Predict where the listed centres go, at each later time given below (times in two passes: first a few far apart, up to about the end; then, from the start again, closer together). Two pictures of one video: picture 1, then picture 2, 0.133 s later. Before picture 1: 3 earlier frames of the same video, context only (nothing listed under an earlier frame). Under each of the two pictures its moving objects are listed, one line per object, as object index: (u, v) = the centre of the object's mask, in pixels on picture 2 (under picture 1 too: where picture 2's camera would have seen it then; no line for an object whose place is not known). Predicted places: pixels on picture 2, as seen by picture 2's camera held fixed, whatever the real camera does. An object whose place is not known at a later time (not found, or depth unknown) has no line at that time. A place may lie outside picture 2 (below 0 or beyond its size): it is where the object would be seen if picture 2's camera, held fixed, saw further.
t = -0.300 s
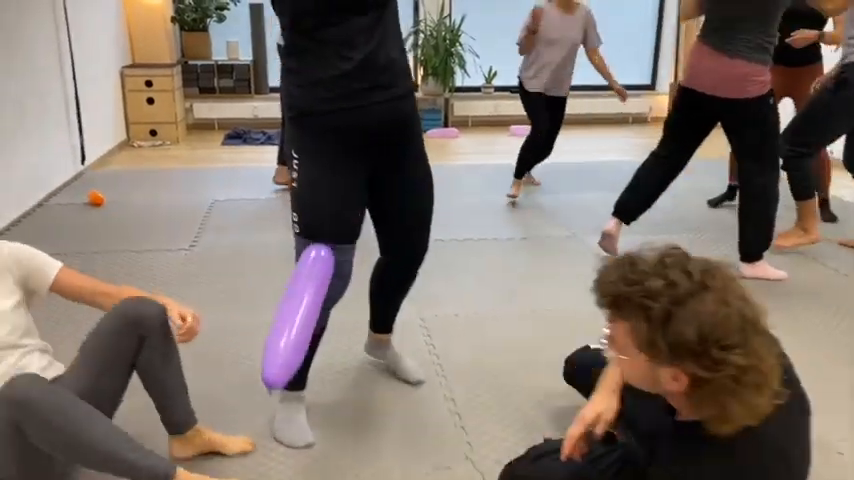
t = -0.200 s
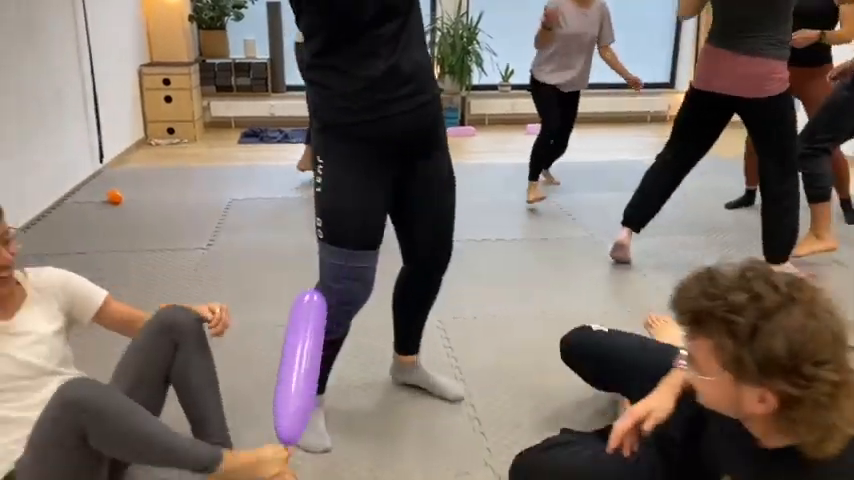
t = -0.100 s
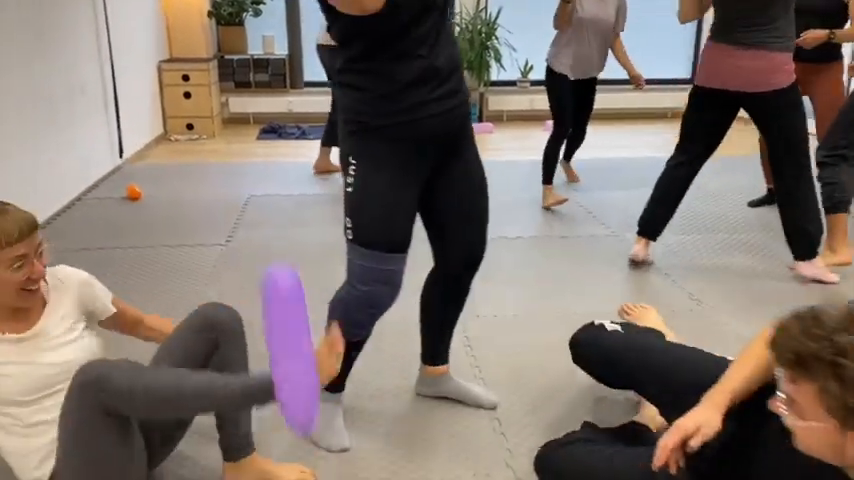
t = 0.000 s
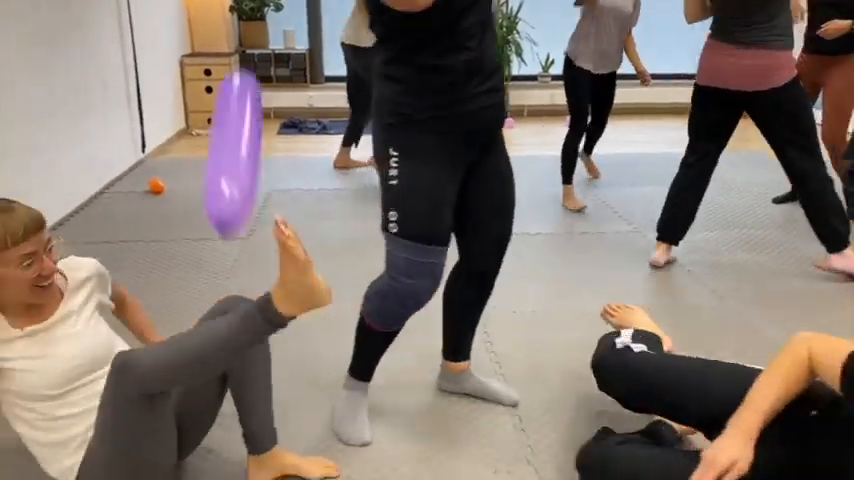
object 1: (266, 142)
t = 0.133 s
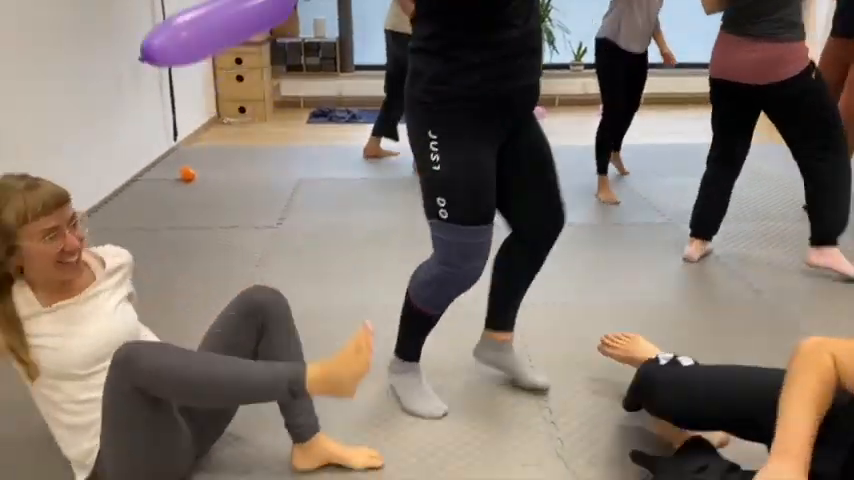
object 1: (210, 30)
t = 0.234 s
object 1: (190, 33)
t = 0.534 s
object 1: (220, 81)
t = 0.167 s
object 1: (200, 29)
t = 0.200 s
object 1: (193, 30)
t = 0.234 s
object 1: (190, 33)
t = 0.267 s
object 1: (190, 37)
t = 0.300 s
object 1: (192, 38)
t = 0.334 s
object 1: (198, 43)
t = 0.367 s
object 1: (202, 46)
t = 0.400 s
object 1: (205, 53)
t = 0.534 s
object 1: (220, 81)
